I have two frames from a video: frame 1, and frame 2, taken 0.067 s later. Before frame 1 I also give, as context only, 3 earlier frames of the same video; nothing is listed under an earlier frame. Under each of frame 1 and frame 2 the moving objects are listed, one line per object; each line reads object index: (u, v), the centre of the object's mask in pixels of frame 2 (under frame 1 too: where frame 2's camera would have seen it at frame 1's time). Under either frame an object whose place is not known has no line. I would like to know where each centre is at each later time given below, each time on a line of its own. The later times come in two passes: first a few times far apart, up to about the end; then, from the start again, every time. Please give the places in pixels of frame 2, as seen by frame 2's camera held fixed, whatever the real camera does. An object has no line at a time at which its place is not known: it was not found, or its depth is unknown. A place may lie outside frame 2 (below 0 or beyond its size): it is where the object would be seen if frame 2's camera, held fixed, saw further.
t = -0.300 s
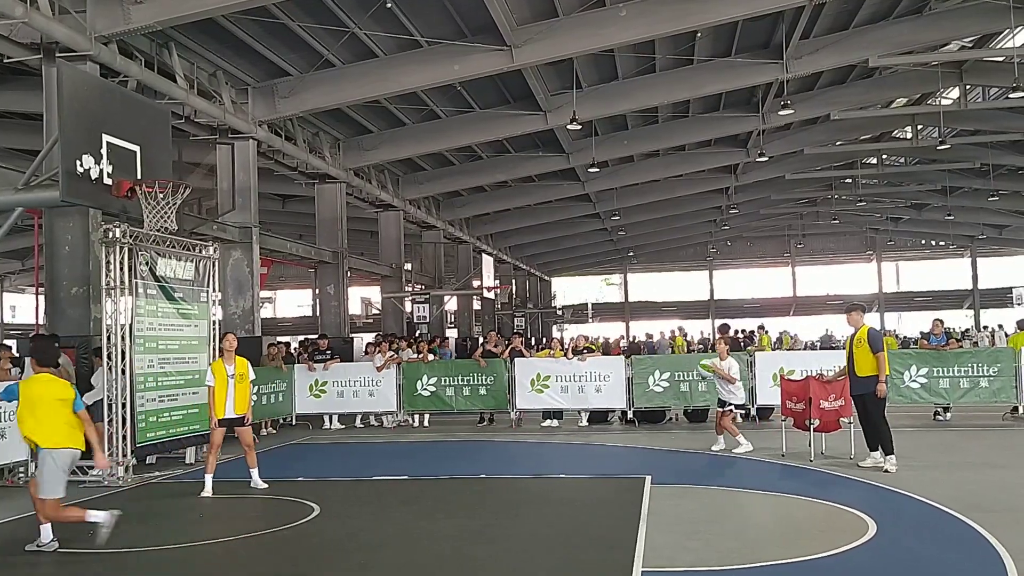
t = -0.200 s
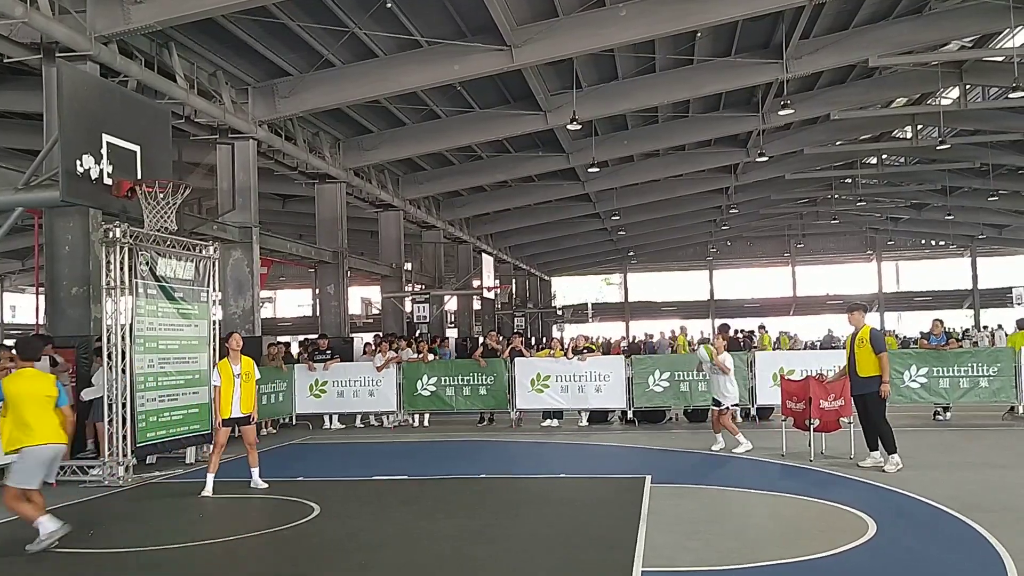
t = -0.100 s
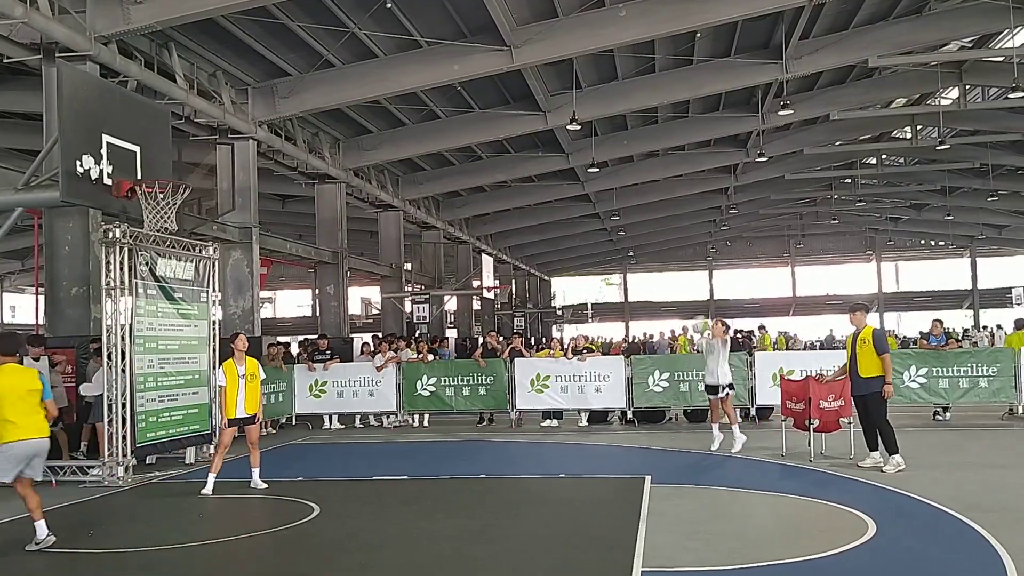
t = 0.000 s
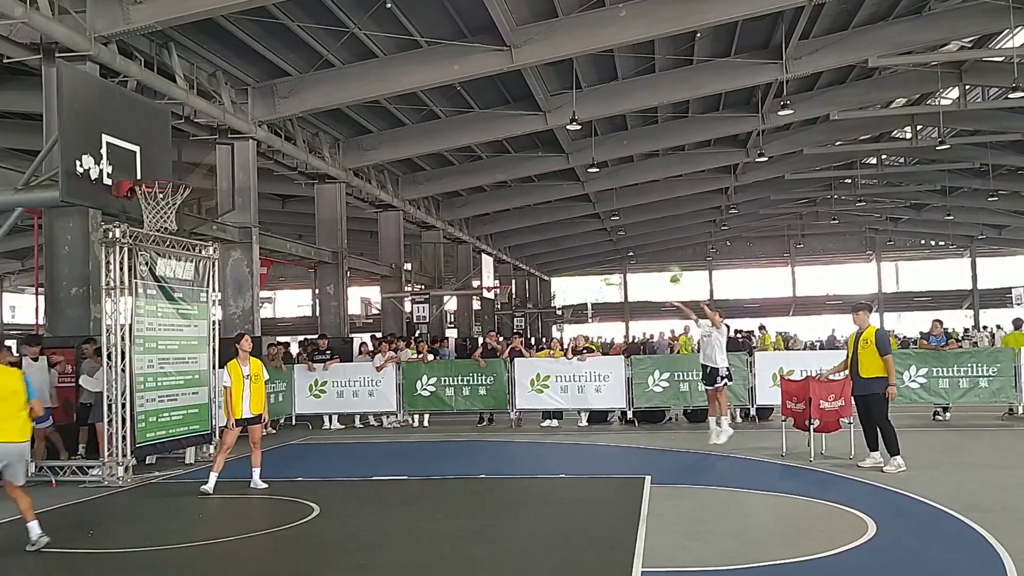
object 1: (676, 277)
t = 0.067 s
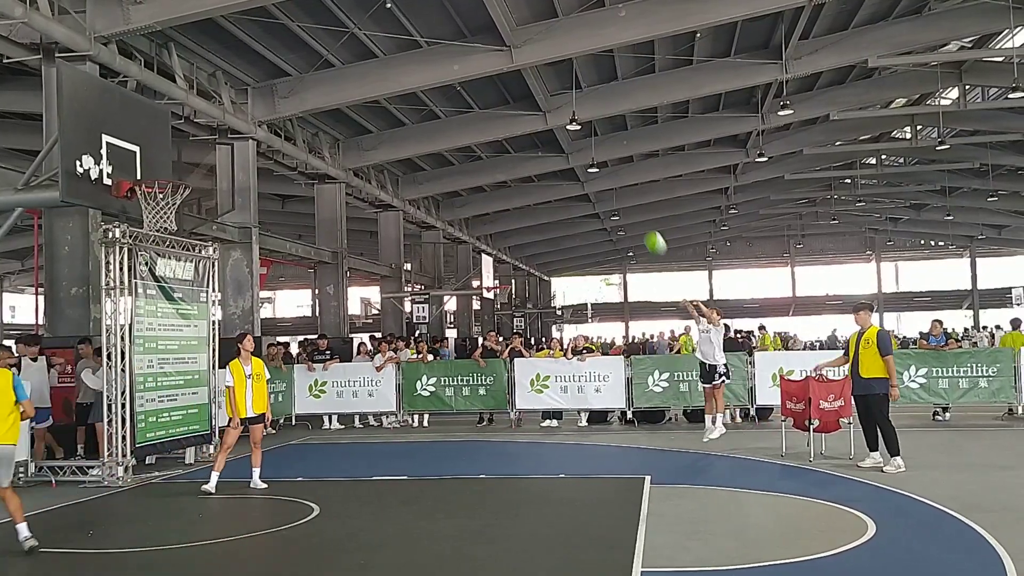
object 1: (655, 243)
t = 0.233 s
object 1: (603, 169)
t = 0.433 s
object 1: (537, 103)
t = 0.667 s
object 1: (454, 62)
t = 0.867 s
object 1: (376, 61)
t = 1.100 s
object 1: (279, 109)
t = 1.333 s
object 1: (229, 197)
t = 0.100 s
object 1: (645, 227)
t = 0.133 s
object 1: (635, 211)
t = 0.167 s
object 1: (625, 197)
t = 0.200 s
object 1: (614, 183)
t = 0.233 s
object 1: (603, 169)
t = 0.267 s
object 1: (593, 157)
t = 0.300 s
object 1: (581, 144)
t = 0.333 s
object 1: (570, 133)
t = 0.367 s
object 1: (558, 122)
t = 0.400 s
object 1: (548, 112)
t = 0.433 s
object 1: (537, 103)
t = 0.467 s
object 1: (525, 96)
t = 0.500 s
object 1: (514, 88)
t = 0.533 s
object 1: (502, 82)
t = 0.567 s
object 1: (491, 76)
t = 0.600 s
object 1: (479, 70)
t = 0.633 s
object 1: (467, 66)
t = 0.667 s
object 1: (454, 62)
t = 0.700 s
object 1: (441, 60)
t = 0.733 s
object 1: (429, 59)
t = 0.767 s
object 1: (416, 58)
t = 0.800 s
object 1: (402, 58)
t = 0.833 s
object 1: (389, 59)
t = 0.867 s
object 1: (376, 61)
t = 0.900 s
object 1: (363, 65)
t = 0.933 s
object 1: (349, 69)
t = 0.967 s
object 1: (335, 75)
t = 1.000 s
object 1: (322, 82)
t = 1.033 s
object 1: (307, 90)
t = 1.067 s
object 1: (293, 99)
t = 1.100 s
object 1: (279, 109)
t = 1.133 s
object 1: (264, 121)
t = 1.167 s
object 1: (249, 133)
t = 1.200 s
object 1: (234, 148)
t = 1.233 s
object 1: (216, 165)
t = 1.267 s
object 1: (202, 180)
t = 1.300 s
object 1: (211, 190)
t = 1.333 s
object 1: (229, 197)
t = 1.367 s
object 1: (247, 206)
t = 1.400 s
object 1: (265, 216)
